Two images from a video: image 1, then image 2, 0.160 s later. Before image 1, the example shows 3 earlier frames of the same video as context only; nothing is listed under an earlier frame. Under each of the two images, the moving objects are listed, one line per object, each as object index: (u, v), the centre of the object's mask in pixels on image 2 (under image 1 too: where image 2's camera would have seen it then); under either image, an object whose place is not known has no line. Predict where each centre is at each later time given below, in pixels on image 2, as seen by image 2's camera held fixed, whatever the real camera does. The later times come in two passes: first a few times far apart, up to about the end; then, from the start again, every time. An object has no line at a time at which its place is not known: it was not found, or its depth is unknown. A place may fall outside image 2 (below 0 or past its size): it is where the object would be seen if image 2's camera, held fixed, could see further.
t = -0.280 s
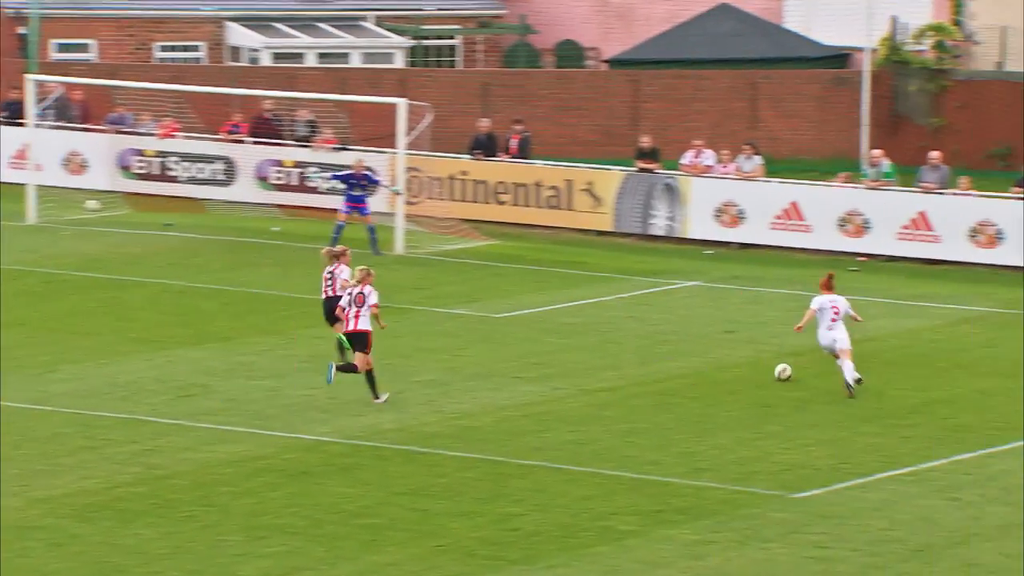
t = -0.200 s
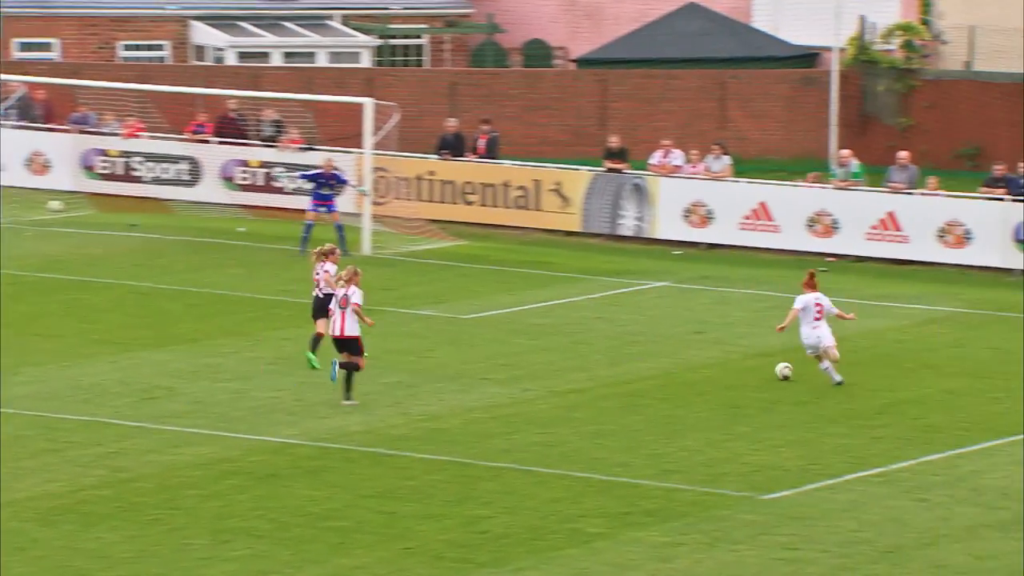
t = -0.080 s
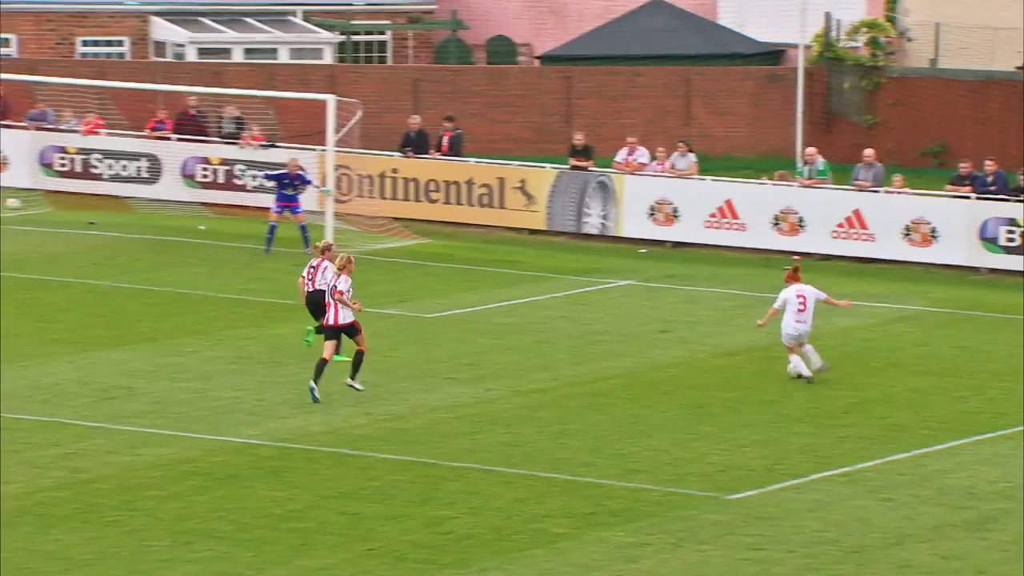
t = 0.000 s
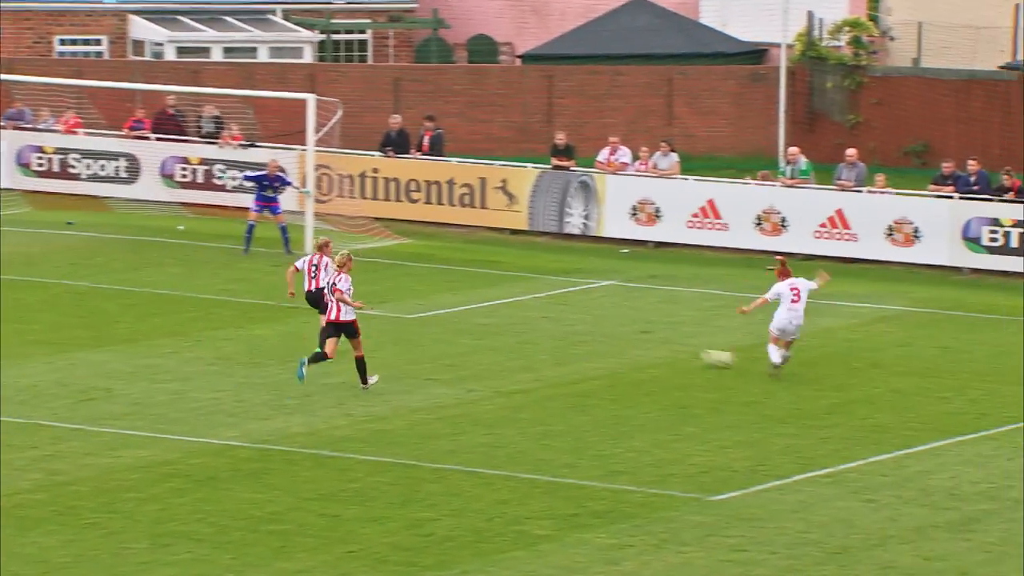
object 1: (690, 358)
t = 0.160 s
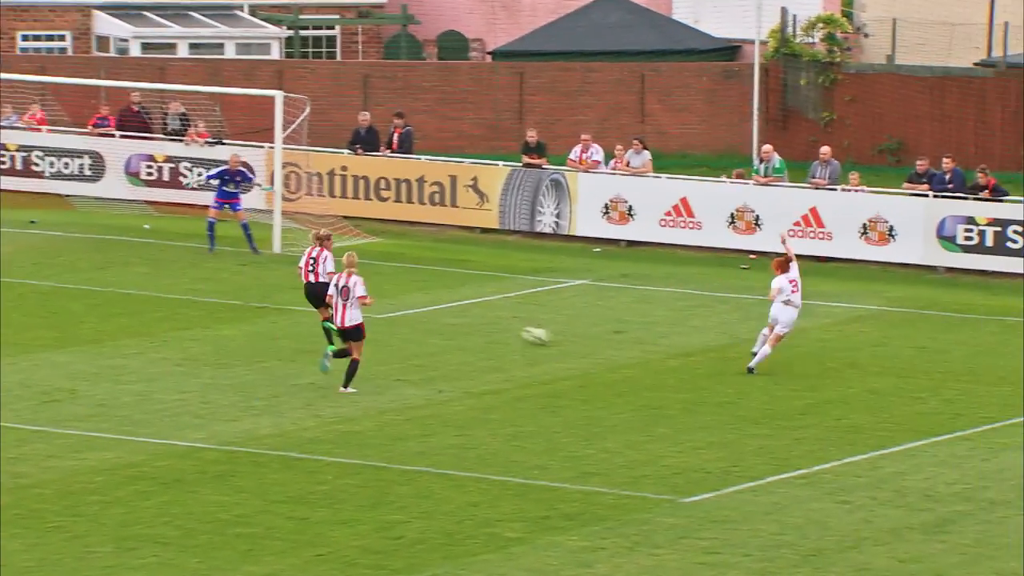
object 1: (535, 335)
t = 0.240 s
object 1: (467, 326)
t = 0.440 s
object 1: (320, 307)
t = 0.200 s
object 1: (502, 330)
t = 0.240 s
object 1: (467, 326)
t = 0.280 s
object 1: (434, 322)
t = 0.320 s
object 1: (406, 319)
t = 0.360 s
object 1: (377, 312)
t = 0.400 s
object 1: (345, 310)
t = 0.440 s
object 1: (320, 307)
